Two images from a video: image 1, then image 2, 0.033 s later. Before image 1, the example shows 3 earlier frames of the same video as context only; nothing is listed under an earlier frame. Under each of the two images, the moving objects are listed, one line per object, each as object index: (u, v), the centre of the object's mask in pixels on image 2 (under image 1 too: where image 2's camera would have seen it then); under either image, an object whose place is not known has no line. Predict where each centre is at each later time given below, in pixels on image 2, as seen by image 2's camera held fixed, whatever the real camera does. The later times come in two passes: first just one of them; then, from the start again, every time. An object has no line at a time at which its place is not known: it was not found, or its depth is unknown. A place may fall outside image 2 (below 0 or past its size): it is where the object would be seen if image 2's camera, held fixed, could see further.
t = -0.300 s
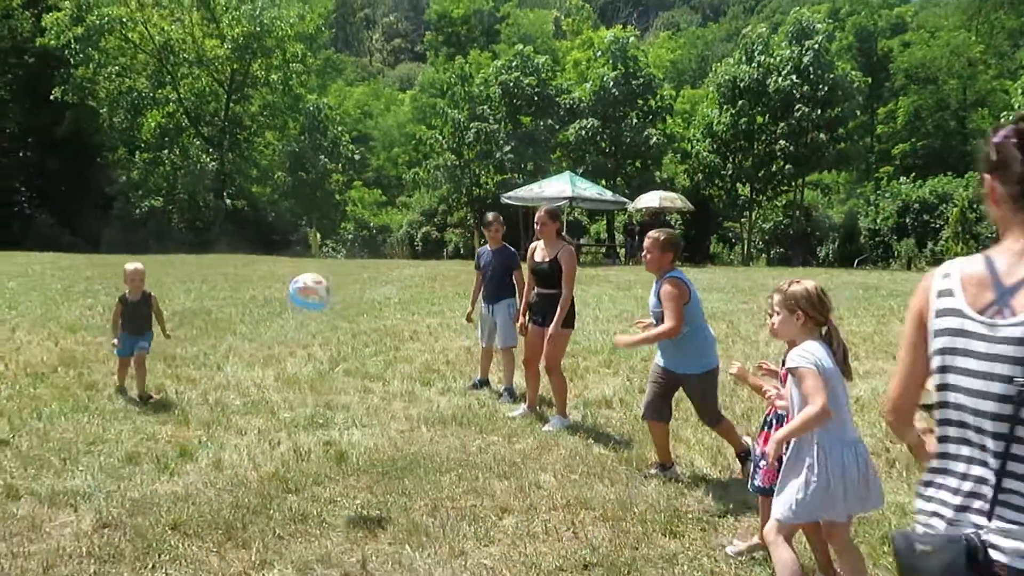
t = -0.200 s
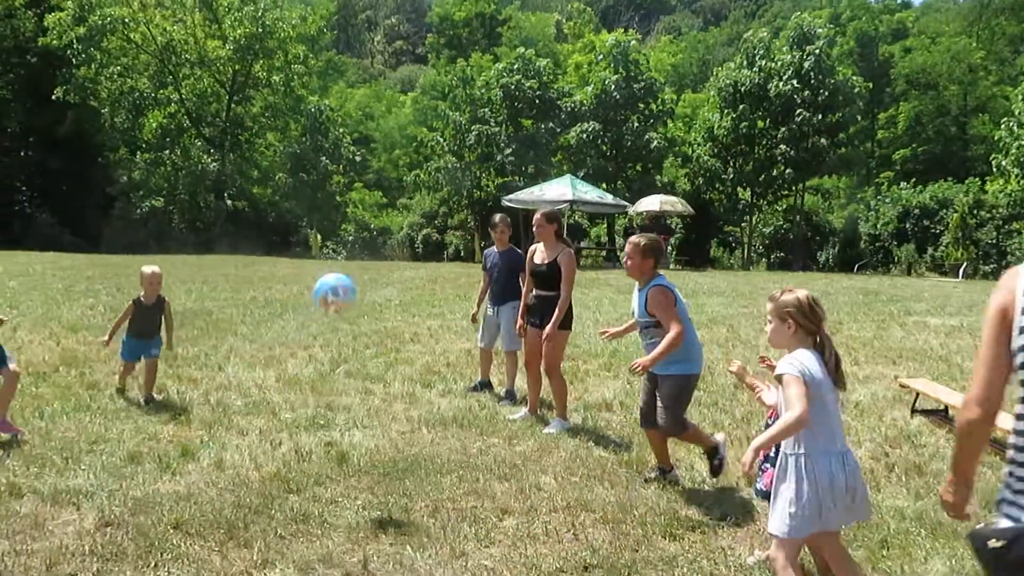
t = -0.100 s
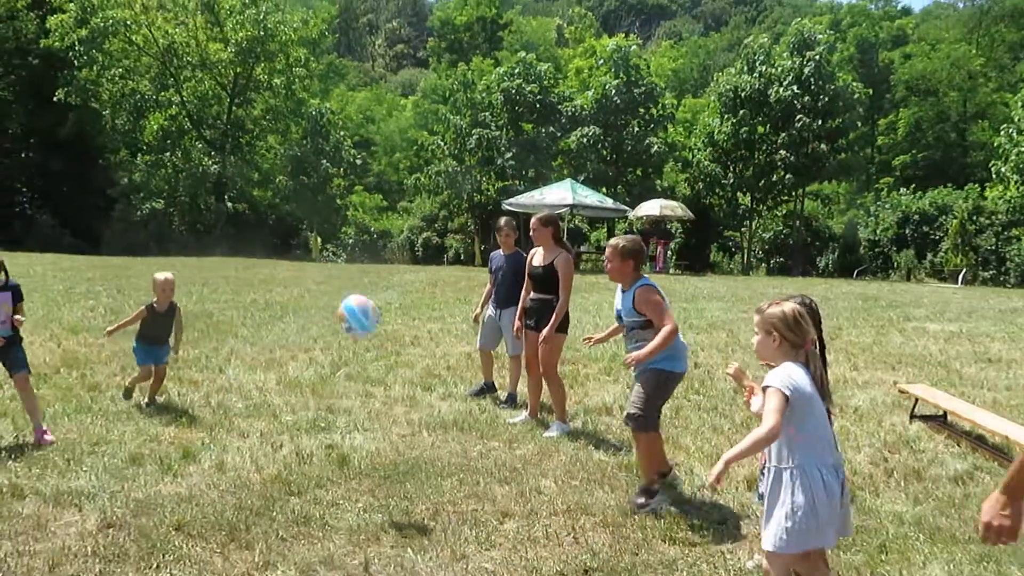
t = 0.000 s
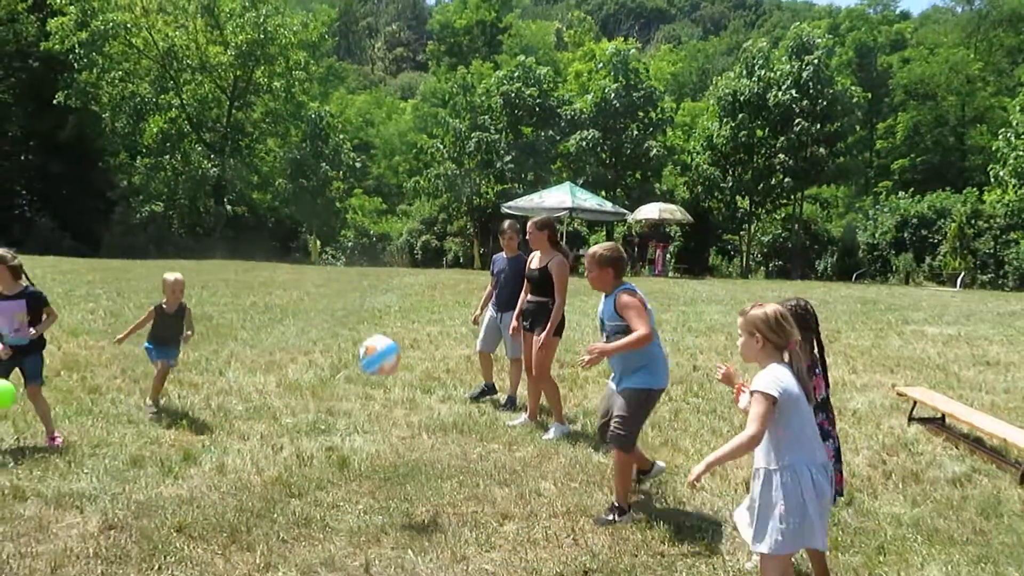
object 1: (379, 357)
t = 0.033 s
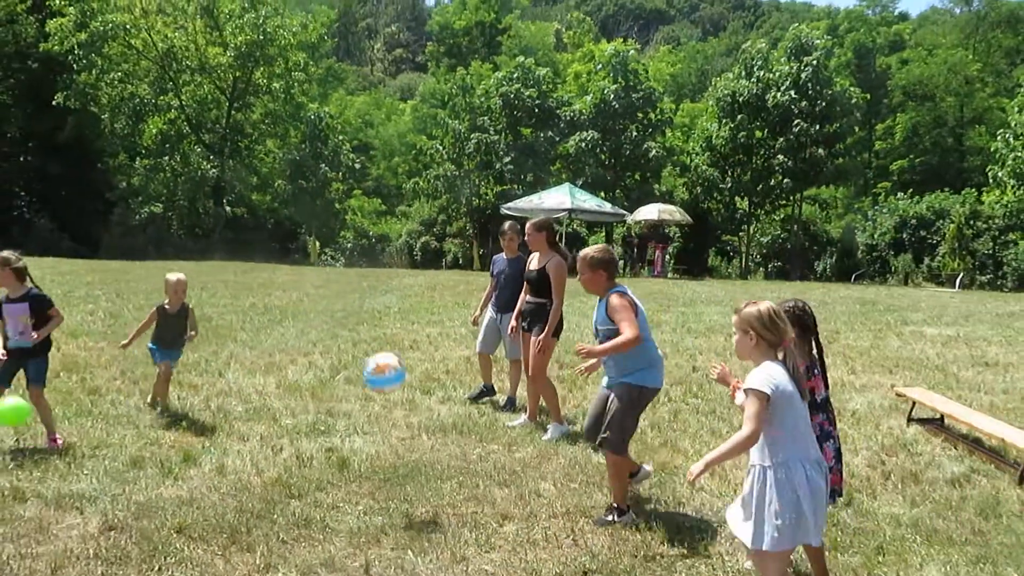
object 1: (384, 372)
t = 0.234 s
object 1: (421, 491)
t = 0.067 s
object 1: (390, 391)
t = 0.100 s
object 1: (396, 411)
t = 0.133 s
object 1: (402, 432)
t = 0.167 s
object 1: (408, 456)
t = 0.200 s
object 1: (415, 486)
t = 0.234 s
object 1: (421, 491)
